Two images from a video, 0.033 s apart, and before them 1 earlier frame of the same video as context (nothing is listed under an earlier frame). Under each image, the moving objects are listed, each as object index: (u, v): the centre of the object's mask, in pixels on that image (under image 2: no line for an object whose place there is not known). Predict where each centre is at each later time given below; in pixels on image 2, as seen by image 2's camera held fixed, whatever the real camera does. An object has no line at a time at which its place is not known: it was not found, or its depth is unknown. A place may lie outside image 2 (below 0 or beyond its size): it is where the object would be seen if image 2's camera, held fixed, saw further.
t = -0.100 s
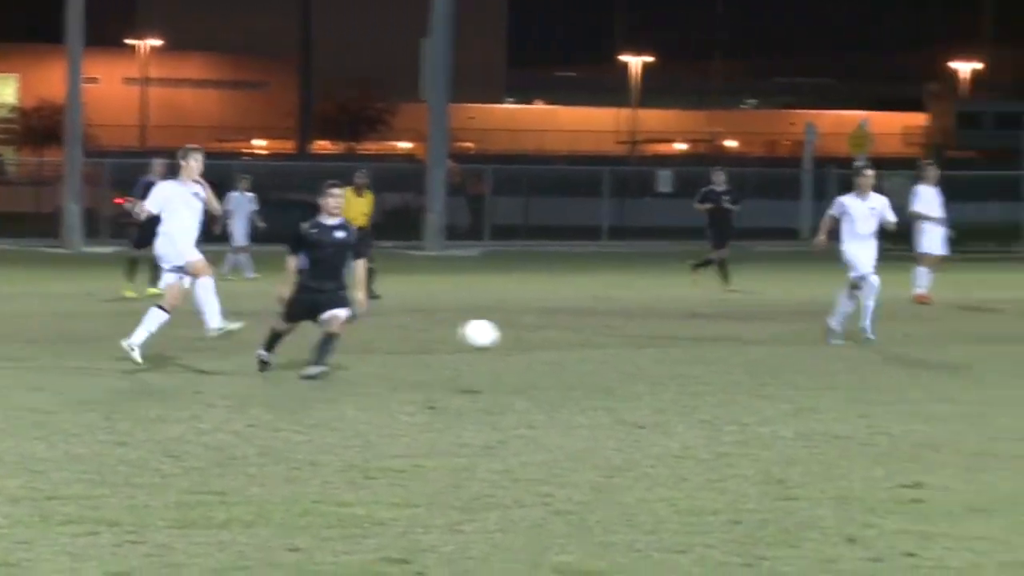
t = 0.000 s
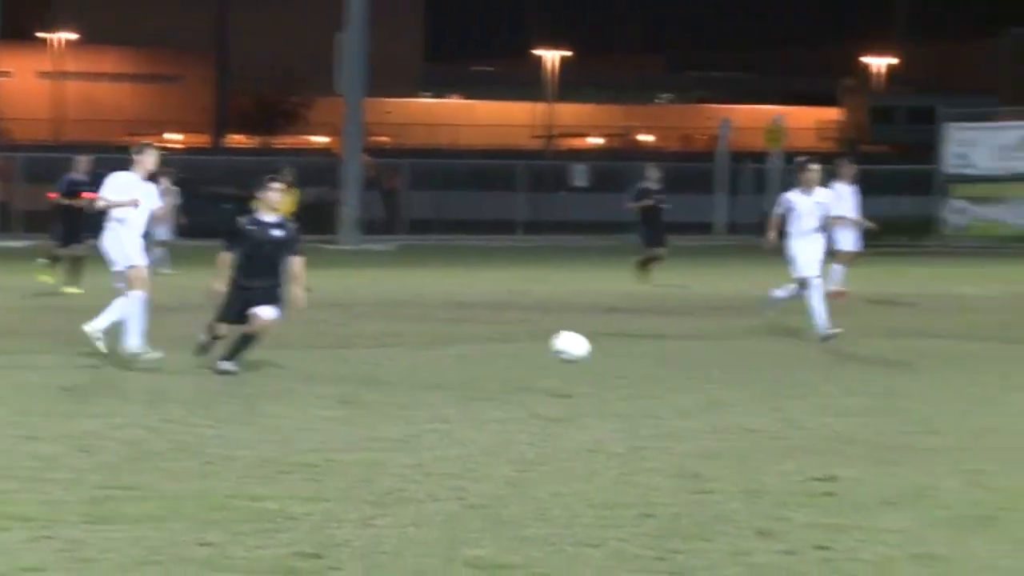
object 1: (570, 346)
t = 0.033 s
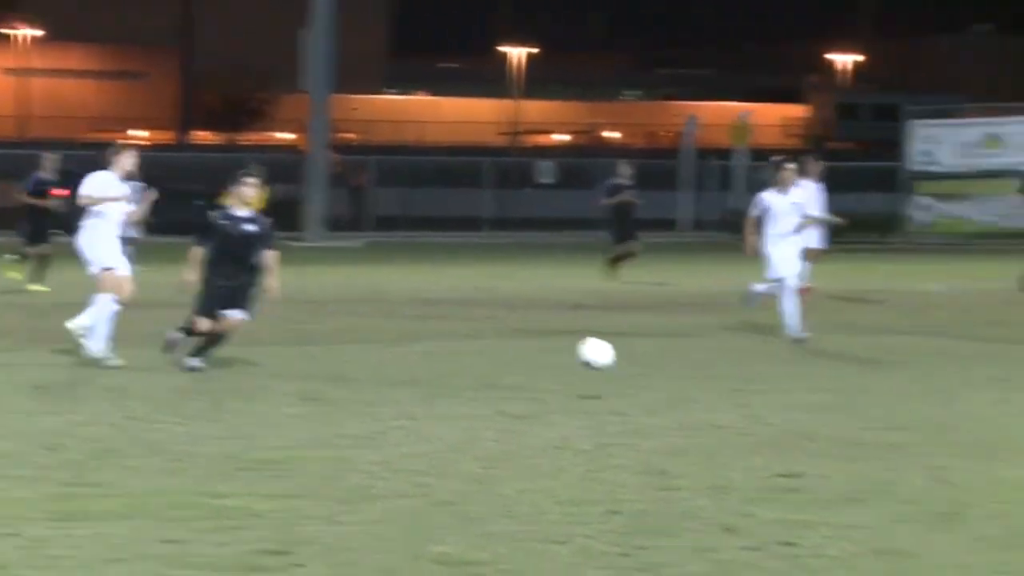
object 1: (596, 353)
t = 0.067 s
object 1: (656, 366)
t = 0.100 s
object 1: (717, 381)
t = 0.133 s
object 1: (781, 398)
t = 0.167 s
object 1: (837, 396)
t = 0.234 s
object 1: (946, 391)
